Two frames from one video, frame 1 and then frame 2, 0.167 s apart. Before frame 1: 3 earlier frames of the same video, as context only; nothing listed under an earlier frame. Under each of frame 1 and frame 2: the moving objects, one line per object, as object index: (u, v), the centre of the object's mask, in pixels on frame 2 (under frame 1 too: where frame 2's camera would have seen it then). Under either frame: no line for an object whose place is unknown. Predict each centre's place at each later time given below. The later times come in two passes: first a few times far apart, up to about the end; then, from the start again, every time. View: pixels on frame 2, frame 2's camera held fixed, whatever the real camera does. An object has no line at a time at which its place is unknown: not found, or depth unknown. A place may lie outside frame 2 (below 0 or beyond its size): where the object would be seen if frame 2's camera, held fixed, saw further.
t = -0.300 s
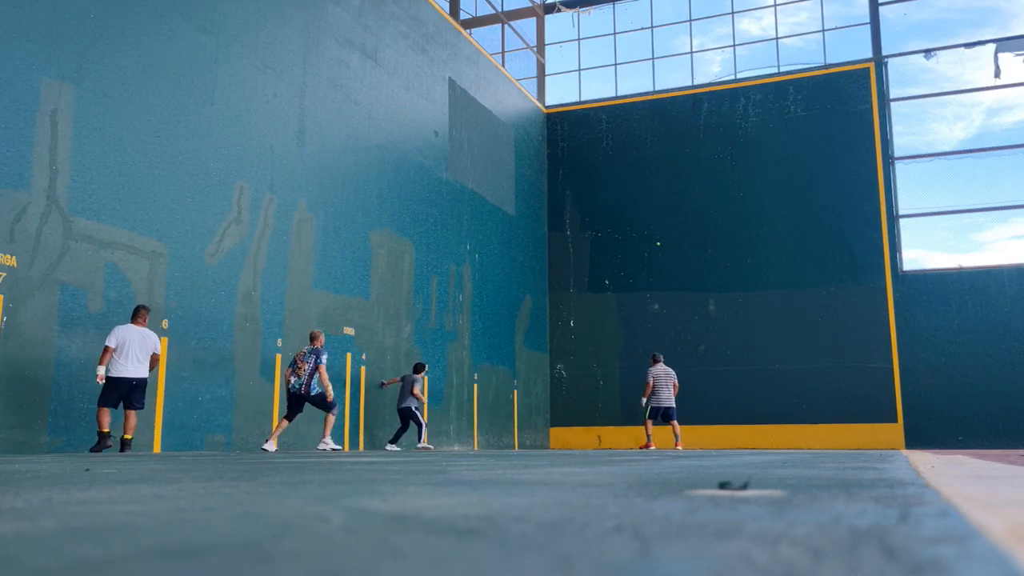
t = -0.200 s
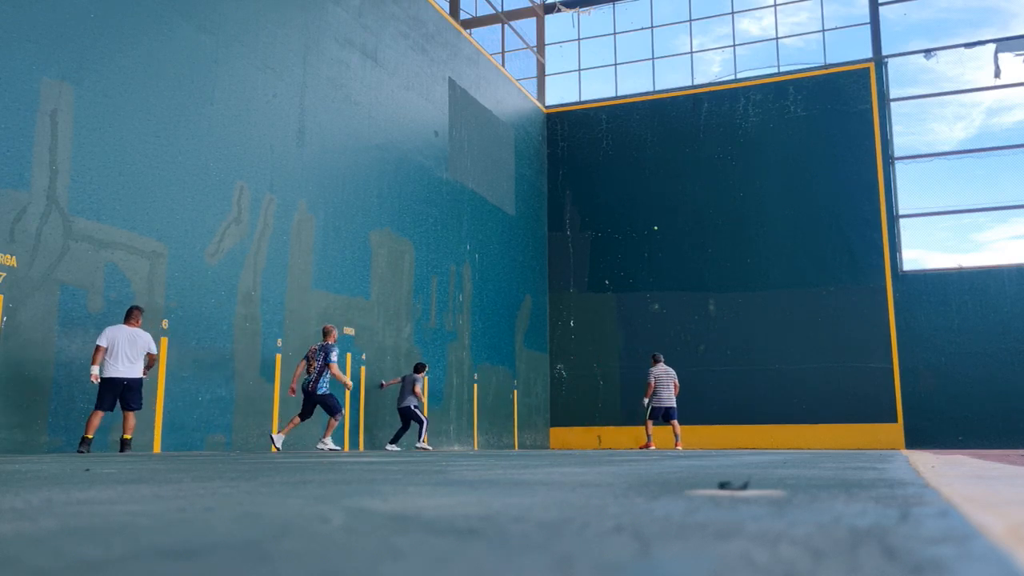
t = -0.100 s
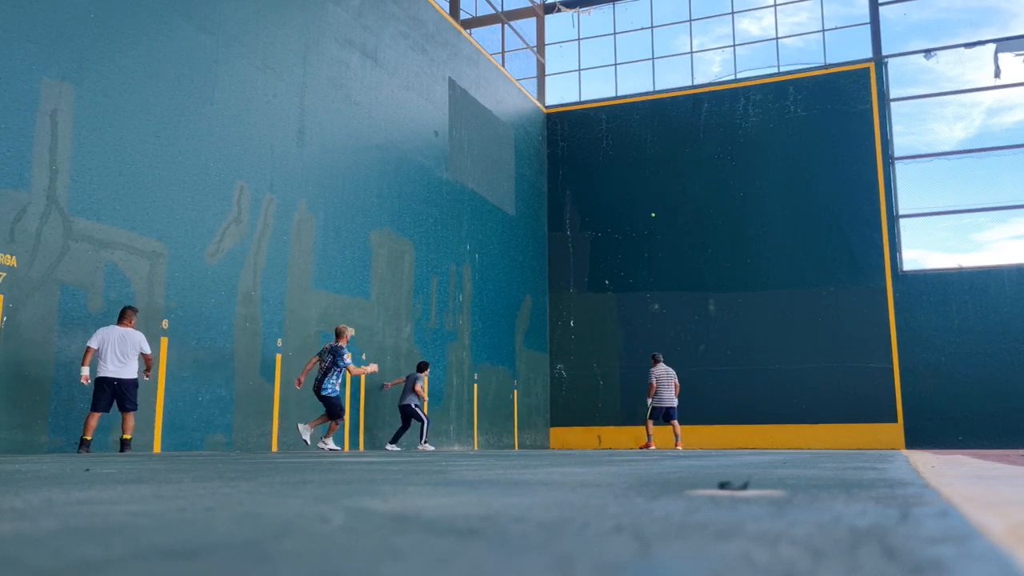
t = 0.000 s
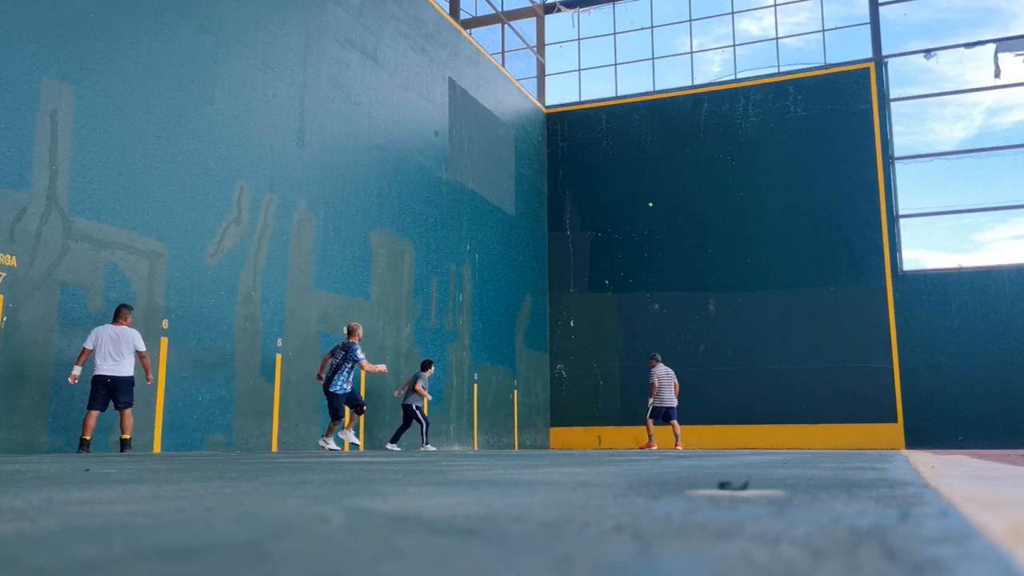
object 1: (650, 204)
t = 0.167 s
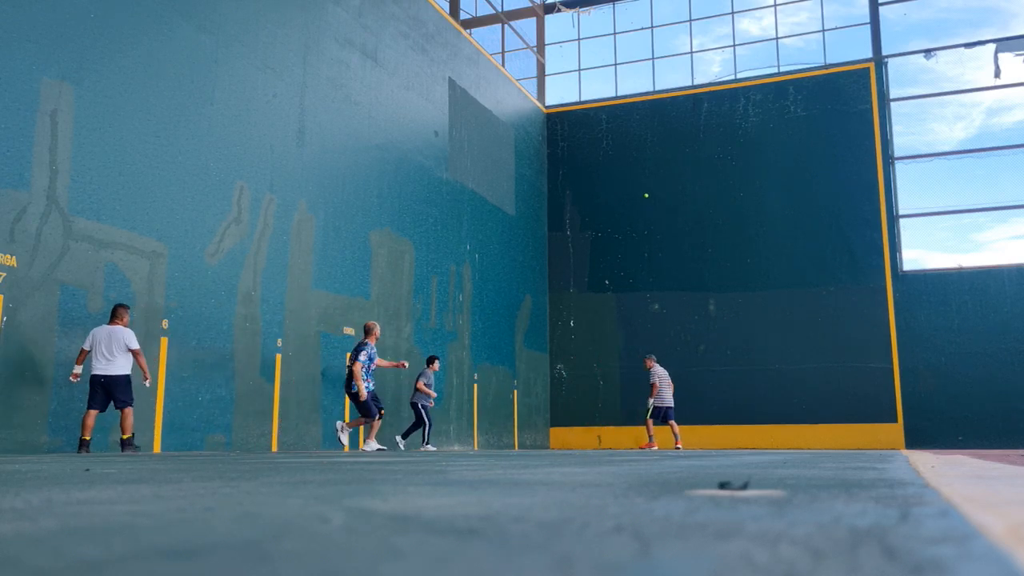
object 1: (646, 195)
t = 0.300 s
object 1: (642, 196)
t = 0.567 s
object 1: (636, 227)
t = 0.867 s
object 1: (629, 336)
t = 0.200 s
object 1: (645, 195)
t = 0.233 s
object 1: (644, 194)
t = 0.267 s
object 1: (643, 195)
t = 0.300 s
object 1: (642, 196)
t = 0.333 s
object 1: (642, 198)
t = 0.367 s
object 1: (641, 200)
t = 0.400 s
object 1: (640, 202)
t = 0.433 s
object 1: (639, 206)
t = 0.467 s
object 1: (638, 210)
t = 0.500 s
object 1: (637, 215)
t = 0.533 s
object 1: (637, 221)
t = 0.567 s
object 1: (636, 227)
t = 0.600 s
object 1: (635, 235)
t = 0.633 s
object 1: (634, 244)
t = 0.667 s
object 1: (634, 253)
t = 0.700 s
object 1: (633, 264)
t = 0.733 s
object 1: (632, 276)
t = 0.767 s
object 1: (632, 289)
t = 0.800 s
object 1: (631, 303)
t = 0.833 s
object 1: (630, 319)
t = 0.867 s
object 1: (629, 336)
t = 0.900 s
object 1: (628, 355)
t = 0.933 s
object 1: (628, 376)
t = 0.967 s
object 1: (627, 399)
